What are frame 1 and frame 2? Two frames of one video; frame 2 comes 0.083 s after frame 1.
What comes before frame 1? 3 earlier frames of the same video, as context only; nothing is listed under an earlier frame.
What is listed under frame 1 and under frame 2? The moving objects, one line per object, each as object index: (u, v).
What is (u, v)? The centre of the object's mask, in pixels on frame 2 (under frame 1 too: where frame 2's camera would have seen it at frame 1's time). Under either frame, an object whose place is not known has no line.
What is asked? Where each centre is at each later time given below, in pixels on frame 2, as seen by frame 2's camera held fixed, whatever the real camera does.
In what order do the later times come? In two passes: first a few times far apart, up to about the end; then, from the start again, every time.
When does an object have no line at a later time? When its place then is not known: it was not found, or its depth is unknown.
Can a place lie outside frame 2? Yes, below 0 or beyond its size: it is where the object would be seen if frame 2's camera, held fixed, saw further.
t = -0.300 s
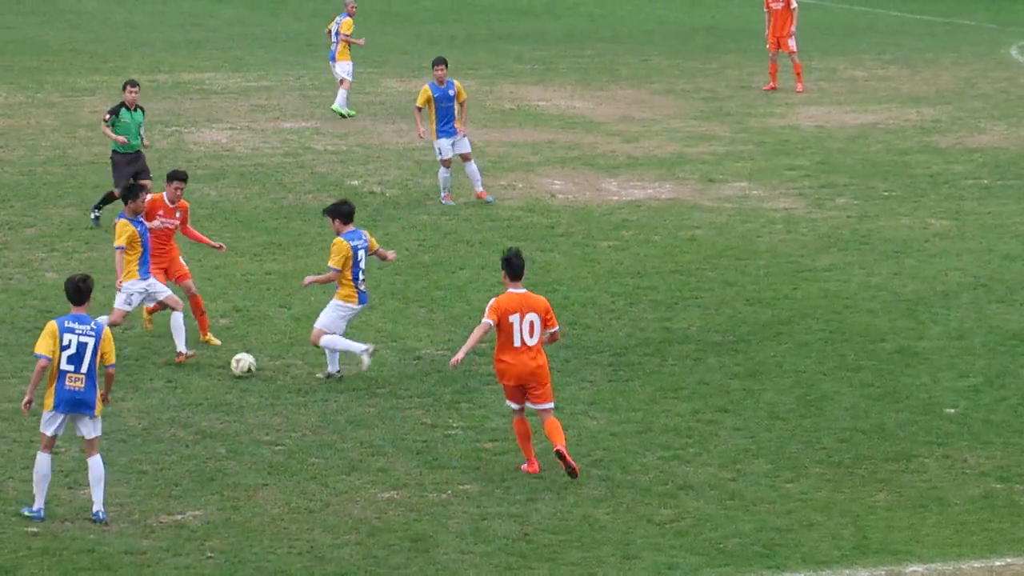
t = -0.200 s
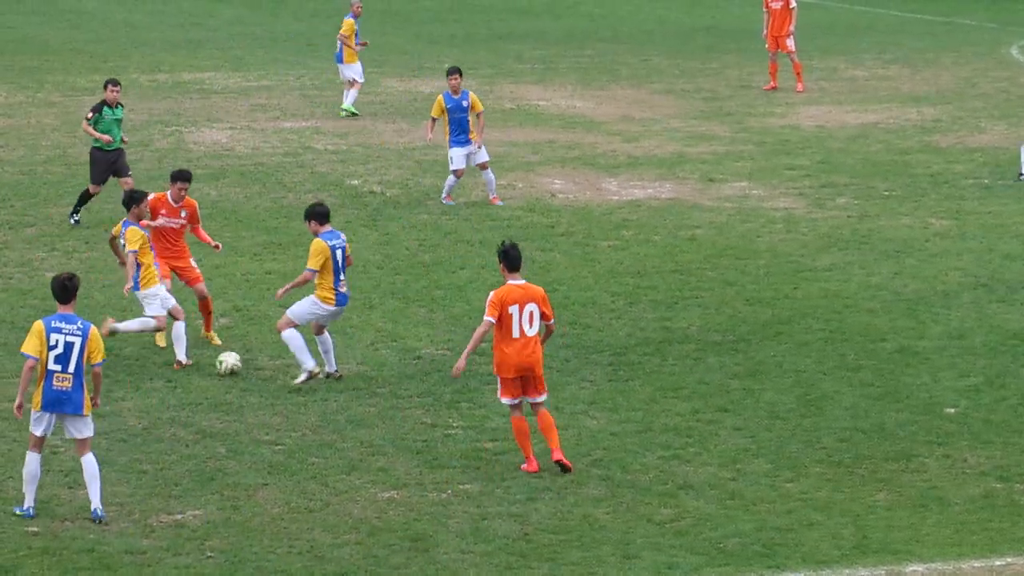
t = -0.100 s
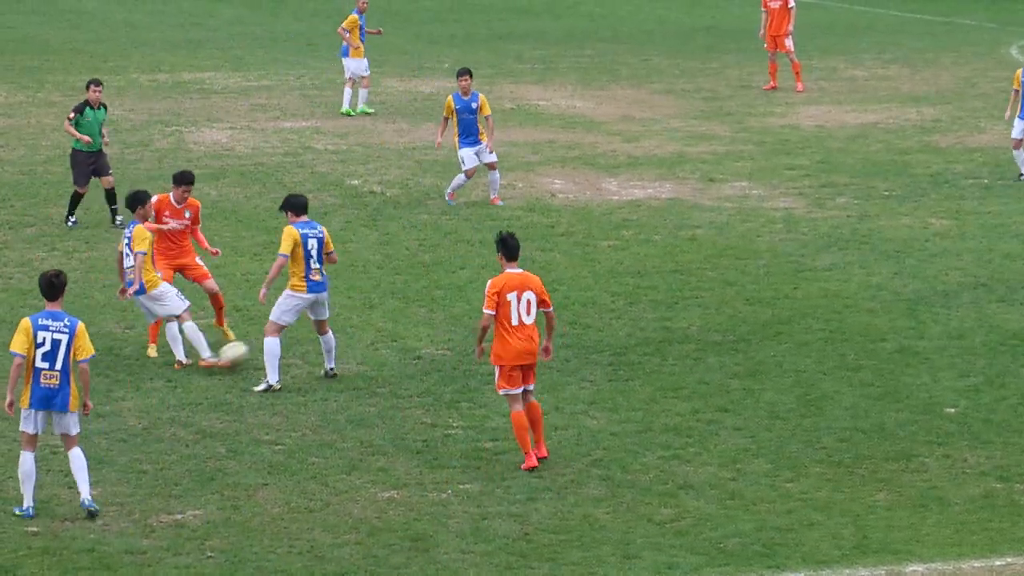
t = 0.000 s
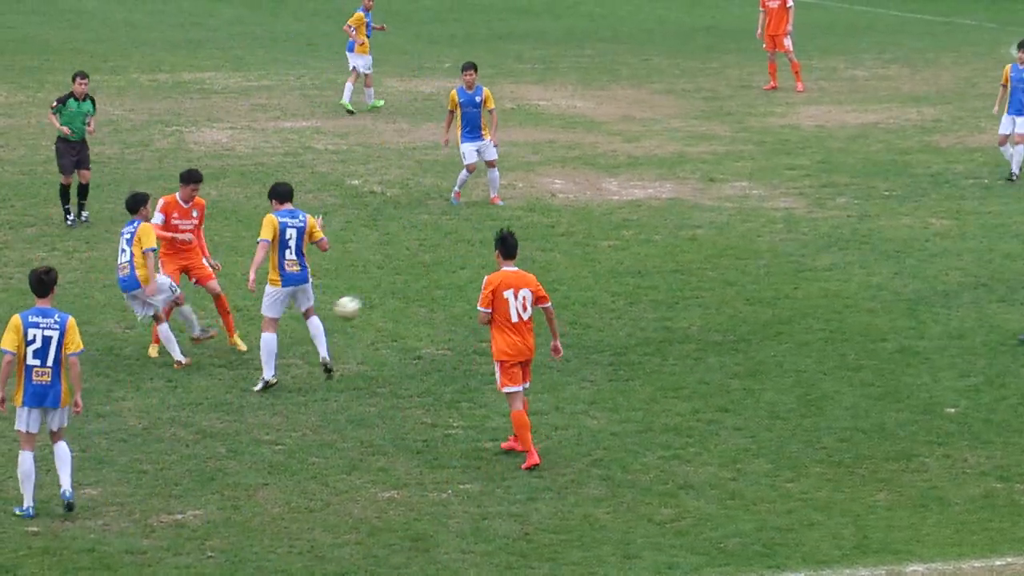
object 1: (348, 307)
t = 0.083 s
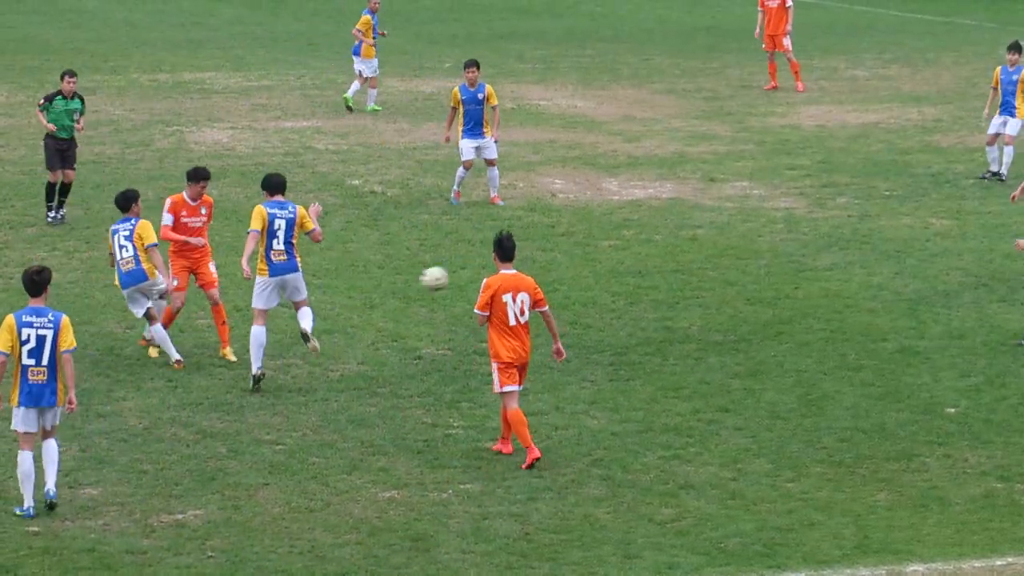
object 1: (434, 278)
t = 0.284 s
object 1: (614, 234)
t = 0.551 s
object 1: (804, 228)
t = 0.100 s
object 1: (449, 273)
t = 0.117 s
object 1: (467, 268)
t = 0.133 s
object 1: (481, 263)
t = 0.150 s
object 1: (488, 258)
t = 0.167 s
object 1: (519, 255)
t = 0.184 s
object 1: (528, 251)
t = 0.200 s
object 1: (543, 248)
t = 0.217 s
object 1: (558, 244)
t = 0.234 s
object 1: (572, 242)
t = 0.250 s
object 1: (586, 238)
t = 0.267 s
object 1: (600, 235)
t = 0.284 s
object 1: (614, 234)
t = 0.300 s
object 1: (626, 232)
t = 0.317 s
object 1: (640, 230)
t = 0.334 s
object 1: (653, 228)
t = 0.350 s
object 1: (666, 227)
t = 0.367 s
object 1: (678, 226)
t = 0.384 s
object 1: (690, 225)
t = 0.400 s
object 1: (703, 224)
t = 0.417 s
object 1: (715, 224)
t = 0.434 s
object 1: (726, 224)
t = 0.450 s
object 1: (738, 224)
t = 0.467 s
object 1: (750, 223)
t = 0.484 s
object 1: (761, 225)
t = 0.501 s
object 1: (772, 225)
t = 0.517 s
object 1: (783, 226)
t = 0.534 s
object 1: (794, 226)
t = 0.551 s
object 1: (804, 228)
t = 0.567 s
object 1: (815, 229)
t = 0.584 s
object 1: (825, 231)
